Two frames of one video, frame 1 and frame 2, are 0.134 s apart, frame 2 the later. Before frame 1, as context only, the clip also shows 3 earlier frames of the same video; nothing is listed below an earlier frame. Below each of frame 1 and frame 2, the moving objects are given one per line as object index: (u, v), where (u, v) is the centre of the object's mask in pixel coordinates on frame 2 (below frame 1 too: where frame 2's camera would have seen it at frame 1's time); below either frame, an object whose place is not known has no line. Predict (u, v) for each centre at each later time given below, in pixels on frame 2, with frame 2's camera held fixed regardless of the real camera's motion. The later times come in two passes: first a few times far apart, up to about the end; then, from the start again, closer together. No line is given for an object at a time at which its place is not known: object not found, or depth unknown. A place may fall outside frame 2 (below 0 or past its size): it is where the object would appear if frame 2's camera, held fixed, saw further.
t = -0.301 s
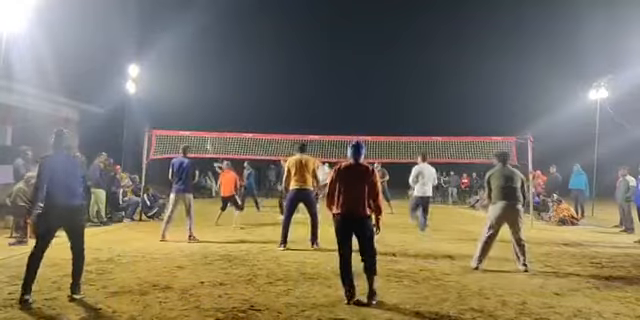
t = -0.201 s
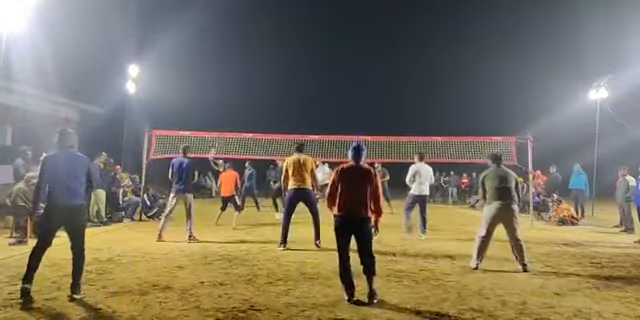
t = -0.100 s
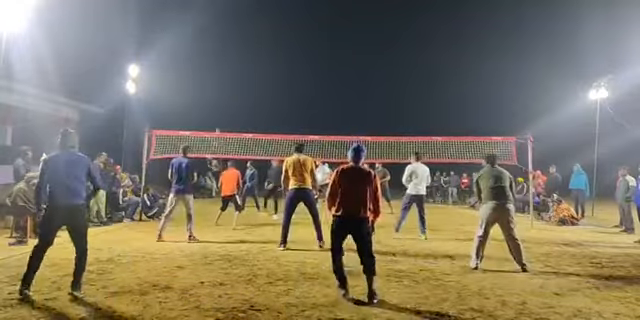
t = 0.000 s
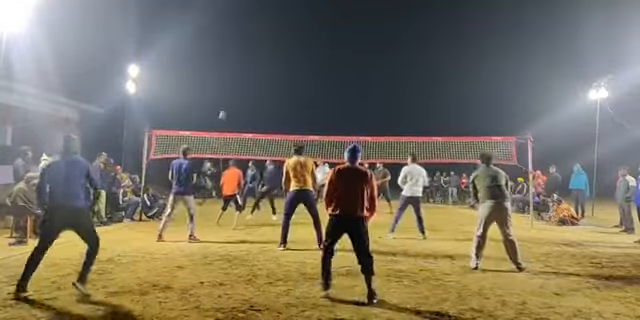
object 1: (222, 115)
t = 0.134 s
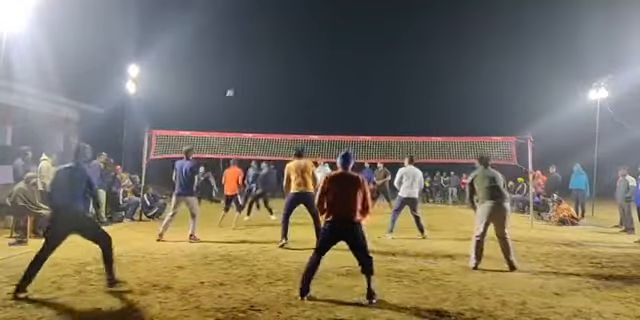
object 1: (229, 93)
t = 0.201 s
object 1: (234, 83)
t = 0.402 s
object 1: (250, 60)
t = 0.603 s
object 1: (270, 47)
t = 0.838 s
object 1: (303, 53)
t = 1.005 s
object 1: (333, 78)
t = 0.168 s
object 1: (232, 88)
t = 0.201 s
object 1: (234, 83)
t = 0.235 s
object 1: (236, 78)
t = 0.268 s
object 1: (239, 74)
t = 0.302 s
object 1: (242, 70)
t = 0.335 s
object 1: (244, 67)
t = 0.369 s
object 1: (247, 63)
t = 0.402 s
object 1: (250, 60)
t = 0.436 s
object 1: (253, 57)
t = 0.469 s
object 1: (256, 54)
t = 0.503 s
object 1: (260, 52)
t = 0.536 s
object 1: (263, 50)
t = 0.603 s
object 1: (270, 47)
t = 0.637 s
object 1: (274, 46)
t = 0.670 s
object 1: (279, 46)
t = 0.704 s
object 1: (284, 46)
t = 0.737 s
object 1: (288, 47)
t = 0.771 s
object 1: (293, 48)
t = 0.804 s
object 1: (298, 50)
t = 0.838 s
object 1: (303, 53)
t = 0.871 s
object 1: (309, 56)
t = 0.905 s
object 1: (314, 60)
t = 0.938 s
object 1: (320, 65)
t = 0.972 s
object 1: (327, 71)
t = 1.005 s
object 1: (333, 78)
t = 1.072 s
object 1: (349, 95)
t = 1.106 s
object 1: (357, 105)
